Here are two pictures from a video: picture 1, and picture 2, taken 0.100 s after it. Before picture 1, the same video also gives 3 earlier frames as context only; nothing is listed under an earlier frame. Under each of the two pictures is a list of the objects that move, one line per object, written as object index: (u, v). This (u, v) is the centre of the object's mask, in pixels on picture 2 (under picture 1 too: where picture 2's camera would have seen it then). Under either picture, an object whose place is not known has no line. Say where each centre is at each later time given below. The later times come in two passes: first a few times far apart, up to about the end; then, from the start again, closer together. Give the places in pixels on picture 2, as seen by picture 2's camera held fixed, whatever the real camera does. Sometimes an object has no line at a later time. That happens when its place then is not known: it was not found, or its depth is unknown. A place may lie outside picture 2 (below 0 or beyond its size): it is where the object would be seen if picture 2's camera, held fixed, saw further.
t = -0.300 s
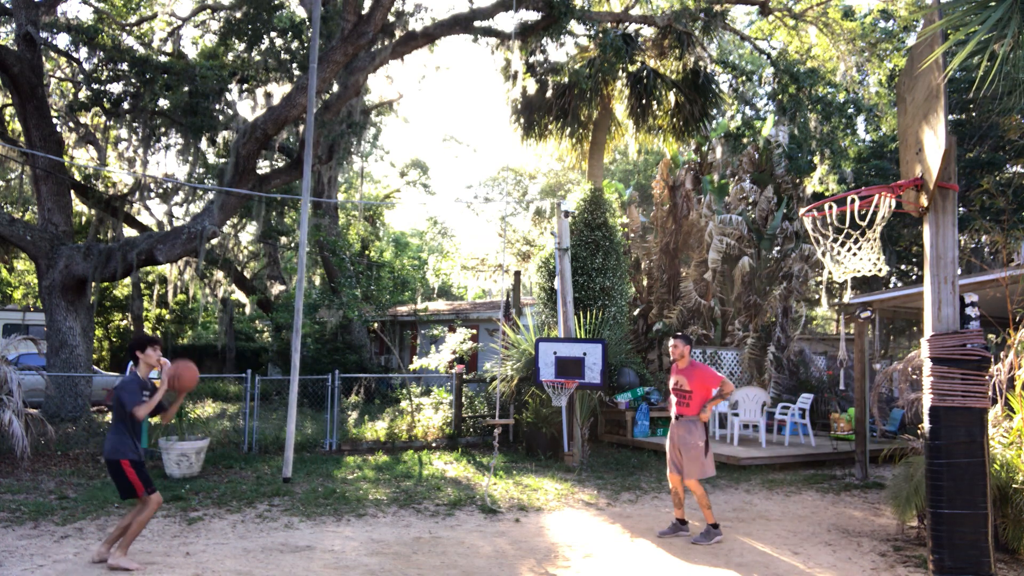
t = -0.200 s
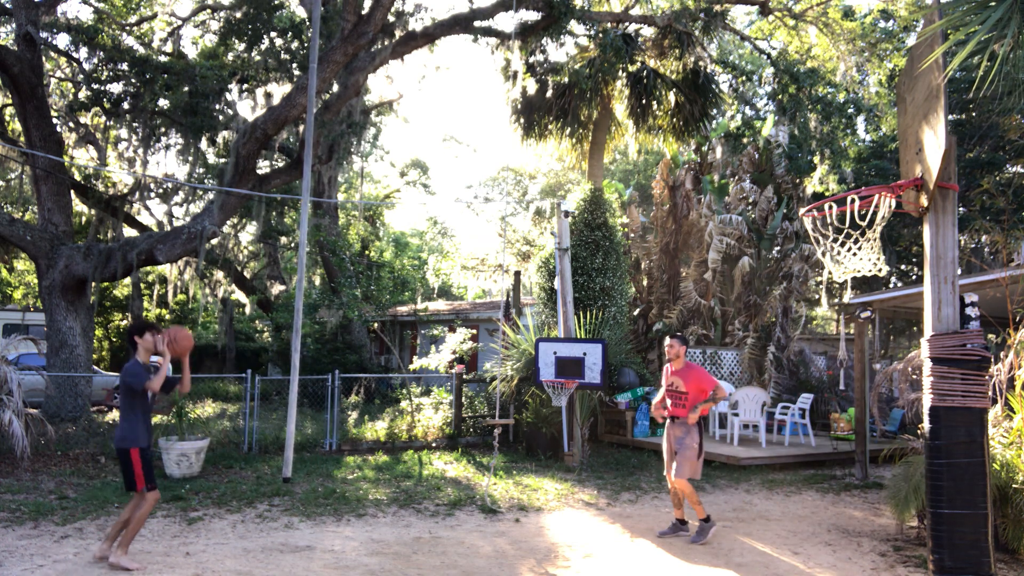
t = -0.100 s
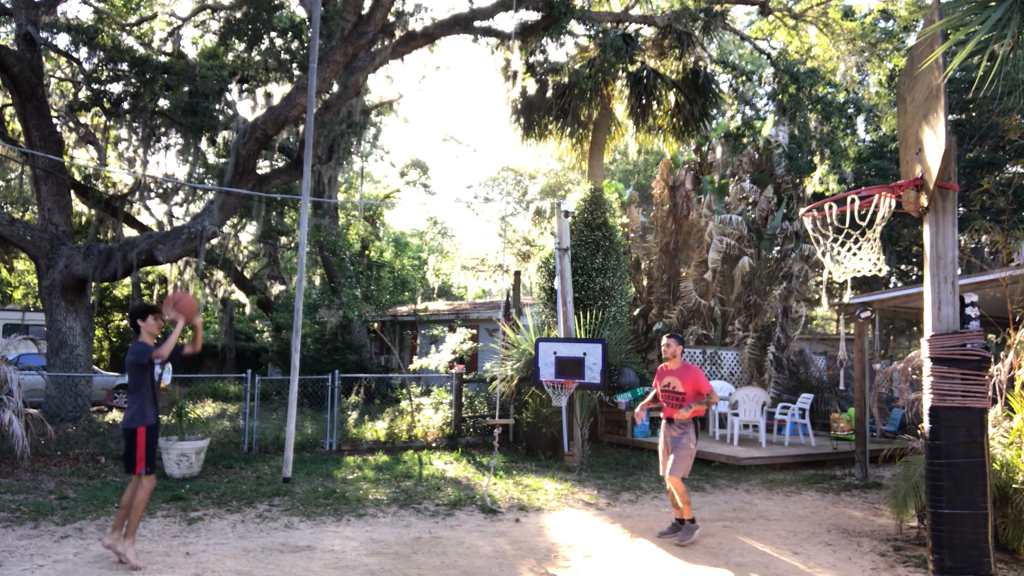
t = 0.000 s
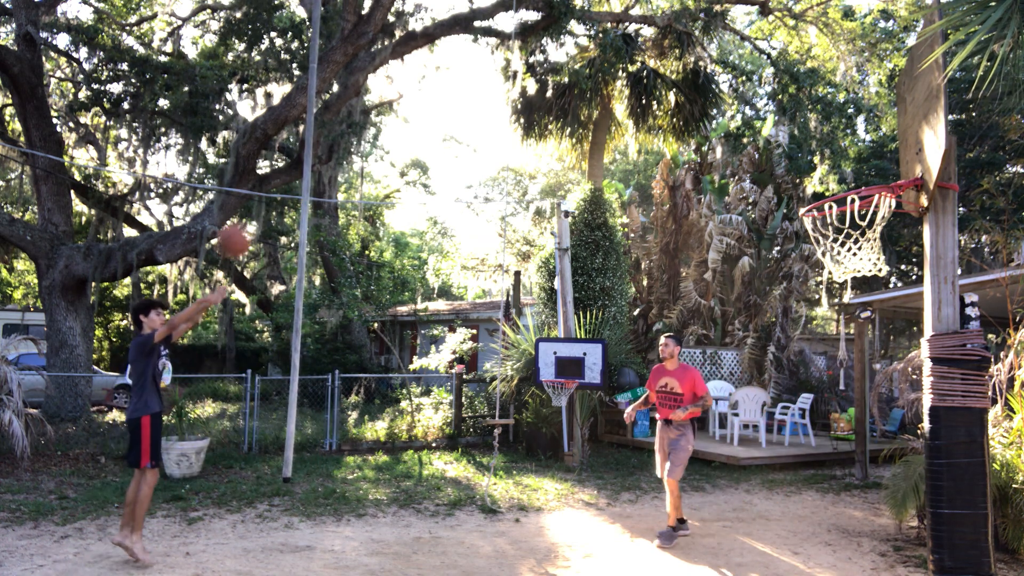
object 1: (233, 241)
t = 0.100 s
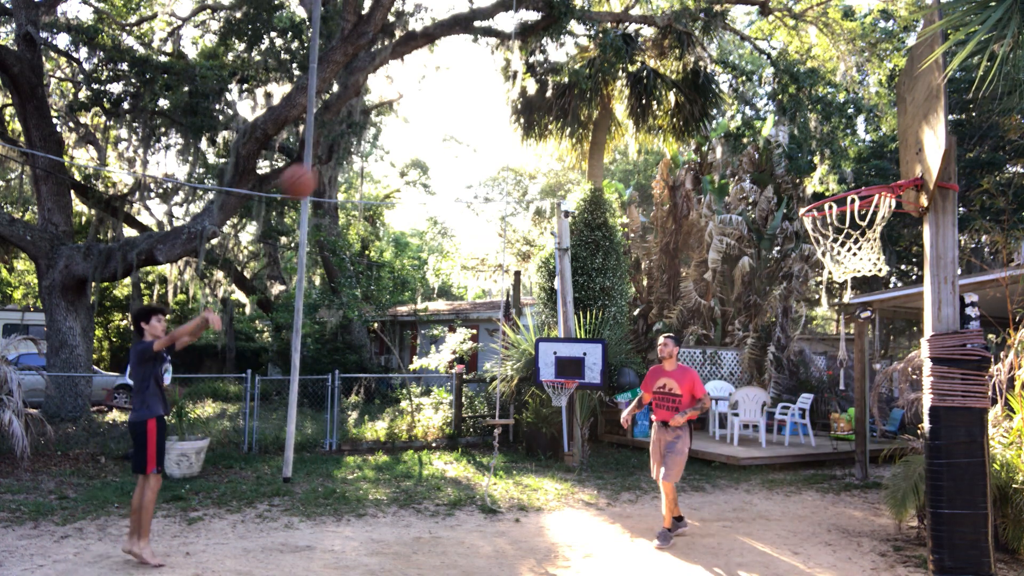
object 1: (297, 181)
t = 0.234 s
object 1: (384, 121)
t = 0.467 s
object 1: (546, 77)
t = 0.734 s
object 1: (743, 122)
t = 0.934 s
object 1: (843, 219)
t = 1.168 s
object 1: (824, 238)
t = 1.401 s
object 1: (863, 270)
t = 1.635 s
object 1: (898, 341)
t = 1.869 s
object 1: (918, 502)
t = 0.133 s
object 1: (321, 164)
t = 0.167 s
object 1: (340, 149)
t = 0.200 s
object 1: (362, 135)
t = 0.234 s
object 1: (384, 121)
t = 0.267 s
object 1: (405, 111)
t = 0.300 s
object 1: (430, 102)
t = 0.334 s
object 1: (453, 95)
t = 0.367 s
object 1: (475, 88)
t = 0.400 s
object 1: (501, 82)
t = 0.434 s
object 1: (523, 78)
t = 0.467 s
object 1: (546, 77)
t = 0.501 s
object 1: (568, 77)
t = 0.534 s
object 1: (592, 78)
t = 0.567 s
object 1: (617, 81)
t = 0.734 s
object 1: (743, 122)
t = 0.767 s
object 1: (773, 137)
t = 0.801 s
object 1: (800, 153)
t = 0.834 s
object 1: (829, 170)
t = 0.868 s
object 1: (856, 191)
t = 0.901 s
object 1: (852, 208)
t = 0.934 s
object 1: (843, 219)
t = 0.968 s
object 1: (829, 230)
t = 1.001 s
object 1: (823, 228)
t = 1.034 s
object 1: (818, 223)
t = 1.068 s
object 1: (815, 220)
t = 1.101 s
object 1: (818, 230)
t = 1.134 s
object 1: (820, 233)
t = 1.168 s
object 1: (824, 238)
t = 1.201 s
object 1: (829, 243)
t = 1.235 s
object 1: (833, 249)
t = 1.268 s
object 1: (838, 254)
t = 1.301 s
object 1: (845, 258)
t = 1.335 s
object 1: (851, 261)
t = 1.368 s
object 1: (857, 265)
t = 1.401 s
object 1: (863, 270)
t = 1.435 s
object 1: (869, 279)
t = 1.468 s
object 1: (874, 284)
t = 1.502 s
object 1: (878, 290)
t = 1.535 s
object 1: (883, 300)
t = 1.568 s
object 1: (889, 312)
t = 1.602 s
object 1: (893, 326)
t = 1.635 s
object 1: (898, 341)
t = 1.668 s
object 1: (901, 359)
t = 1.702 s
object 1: (905, 380)
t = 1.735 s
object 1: (908, 399)
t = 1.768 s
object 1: (910, 423)
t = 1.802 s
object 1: (914, 449)
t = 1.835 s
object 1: (916, 474)
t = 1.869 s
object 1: (918, 502)
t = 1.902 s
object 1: (921, 531)
